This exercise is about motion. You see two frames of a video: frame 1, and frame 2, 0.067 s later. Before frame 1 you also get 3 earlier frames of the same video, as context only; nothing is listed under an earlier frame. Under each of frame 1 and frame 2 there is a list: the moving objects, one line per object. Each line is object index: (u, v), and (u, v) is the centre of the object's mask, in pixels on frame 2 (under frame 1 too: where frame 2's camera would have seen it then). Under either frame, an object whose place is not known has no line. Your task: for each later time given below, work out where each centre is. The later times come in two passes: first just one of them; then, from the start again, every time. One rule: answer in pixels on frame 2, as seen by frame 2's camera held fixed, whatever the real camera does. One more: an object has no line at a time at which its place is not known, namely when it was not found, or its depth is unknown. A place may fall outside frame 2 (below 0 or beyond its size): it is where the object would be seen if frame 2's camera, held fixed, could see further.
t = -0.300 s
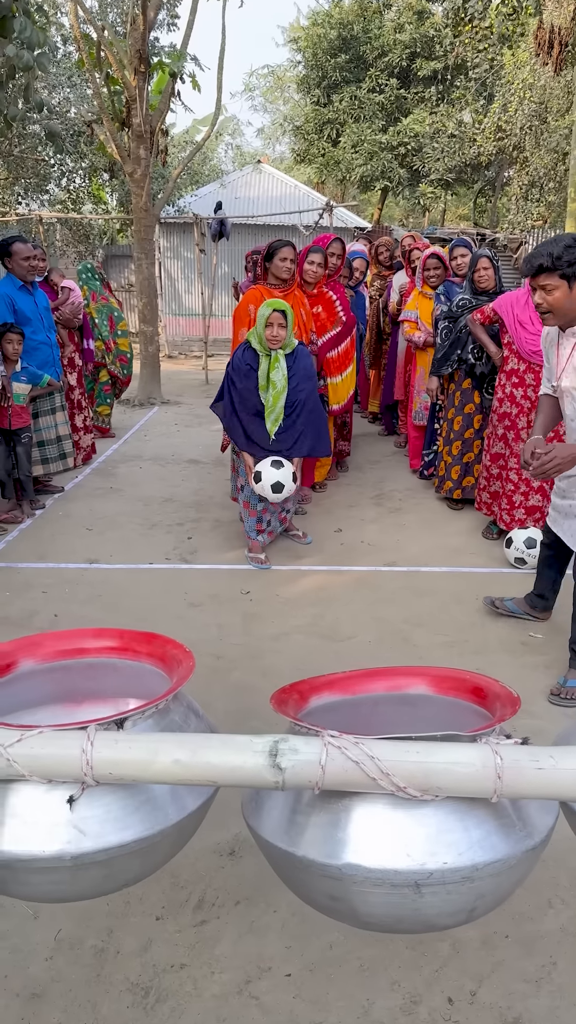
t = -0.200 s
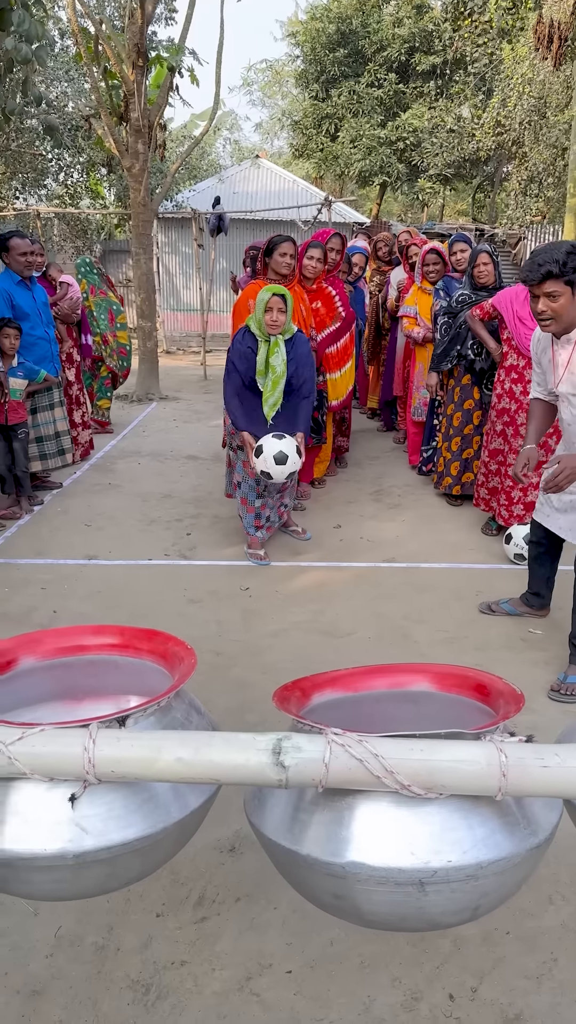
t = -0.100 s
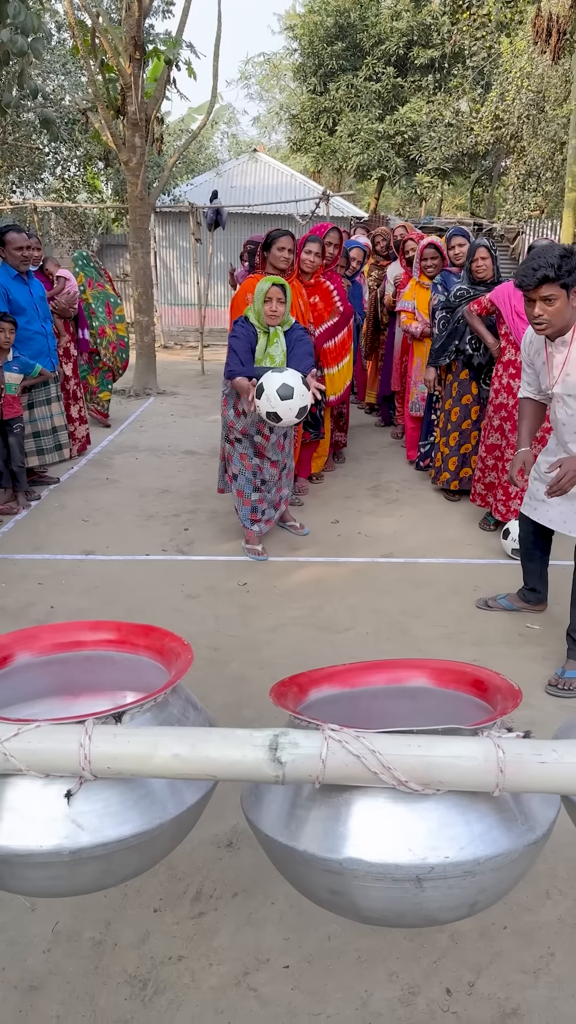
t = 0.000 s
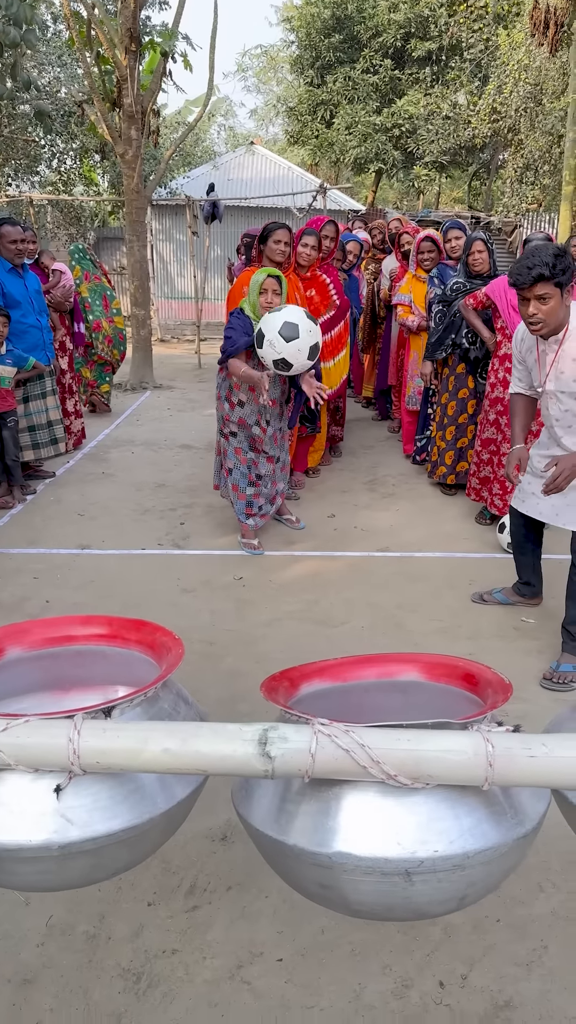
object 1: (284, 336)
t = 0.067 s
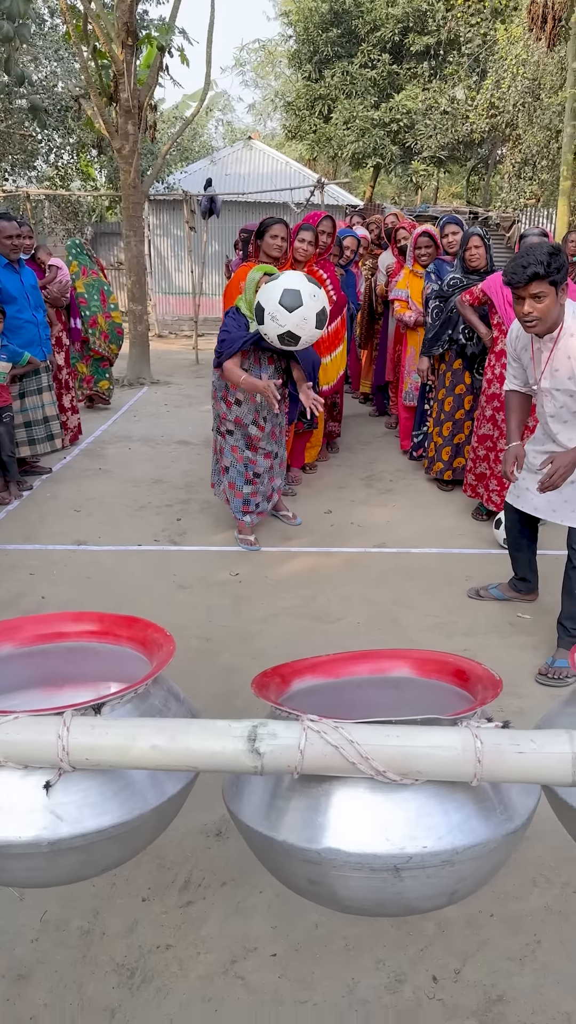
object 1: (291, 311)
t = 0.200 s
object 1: (309, 298)
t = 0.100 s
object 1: (296, 302)
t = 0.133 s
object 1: (300, 296)
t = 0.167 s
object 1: (304, 295)
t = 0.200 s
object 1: (309, 298)
